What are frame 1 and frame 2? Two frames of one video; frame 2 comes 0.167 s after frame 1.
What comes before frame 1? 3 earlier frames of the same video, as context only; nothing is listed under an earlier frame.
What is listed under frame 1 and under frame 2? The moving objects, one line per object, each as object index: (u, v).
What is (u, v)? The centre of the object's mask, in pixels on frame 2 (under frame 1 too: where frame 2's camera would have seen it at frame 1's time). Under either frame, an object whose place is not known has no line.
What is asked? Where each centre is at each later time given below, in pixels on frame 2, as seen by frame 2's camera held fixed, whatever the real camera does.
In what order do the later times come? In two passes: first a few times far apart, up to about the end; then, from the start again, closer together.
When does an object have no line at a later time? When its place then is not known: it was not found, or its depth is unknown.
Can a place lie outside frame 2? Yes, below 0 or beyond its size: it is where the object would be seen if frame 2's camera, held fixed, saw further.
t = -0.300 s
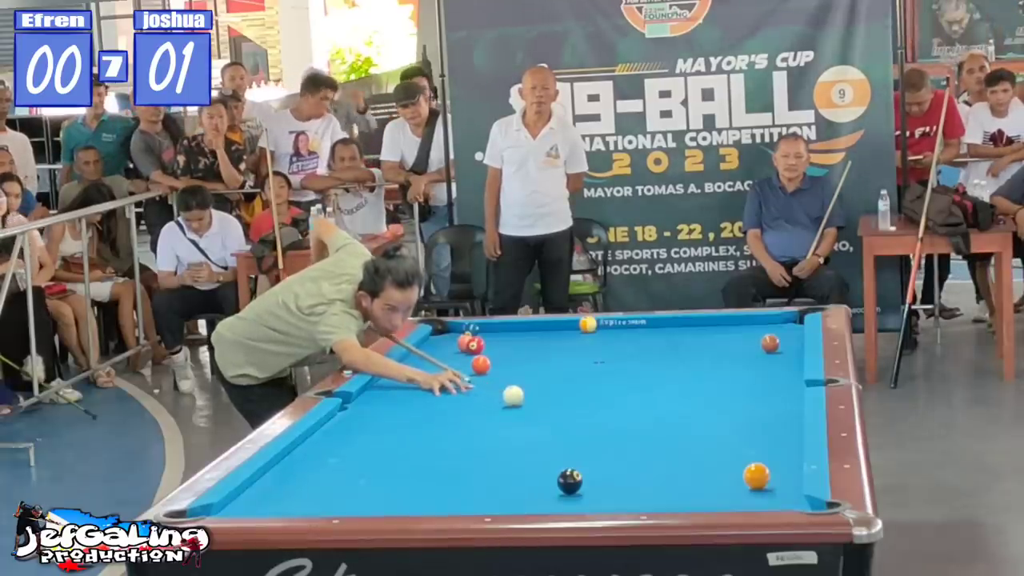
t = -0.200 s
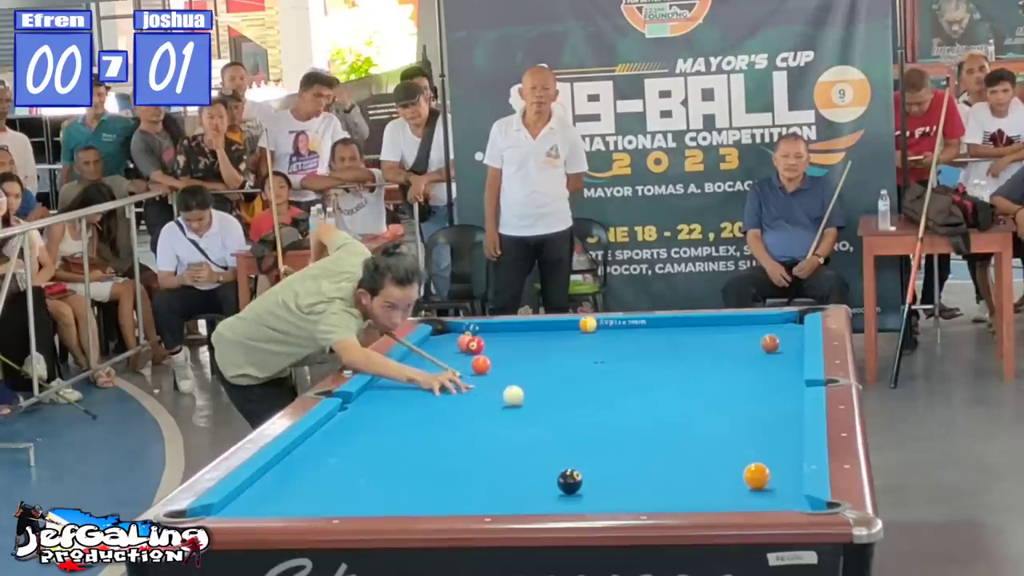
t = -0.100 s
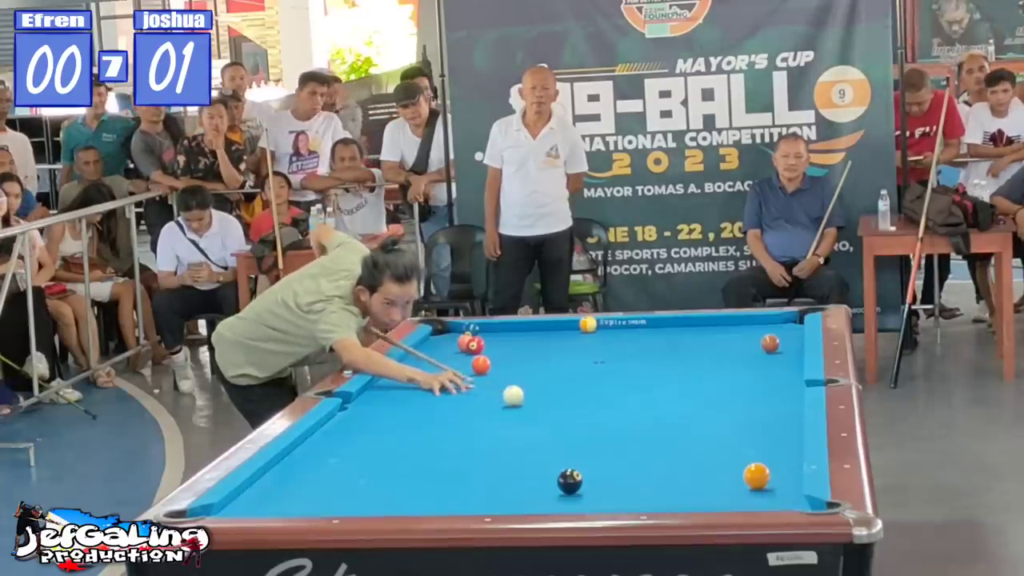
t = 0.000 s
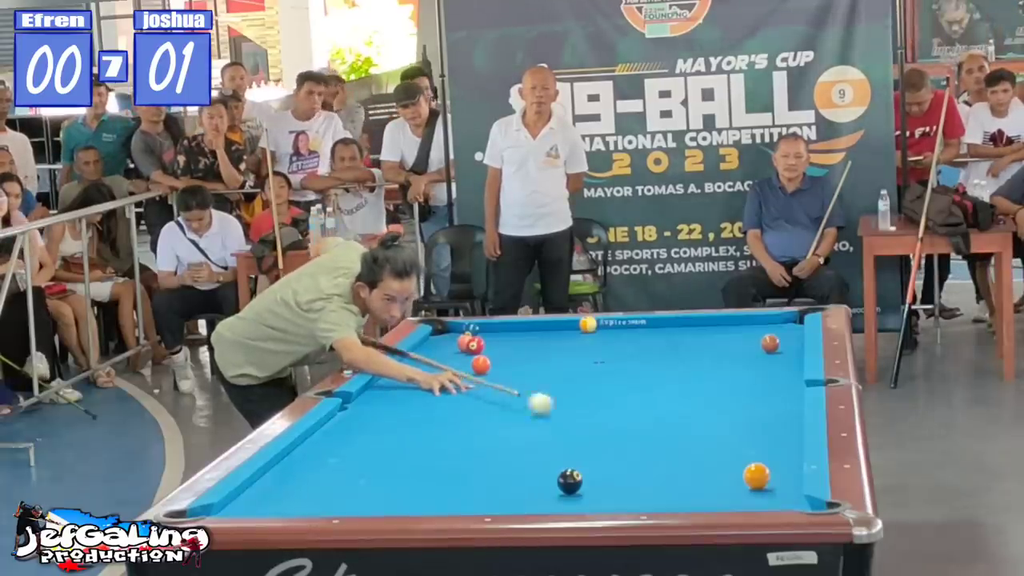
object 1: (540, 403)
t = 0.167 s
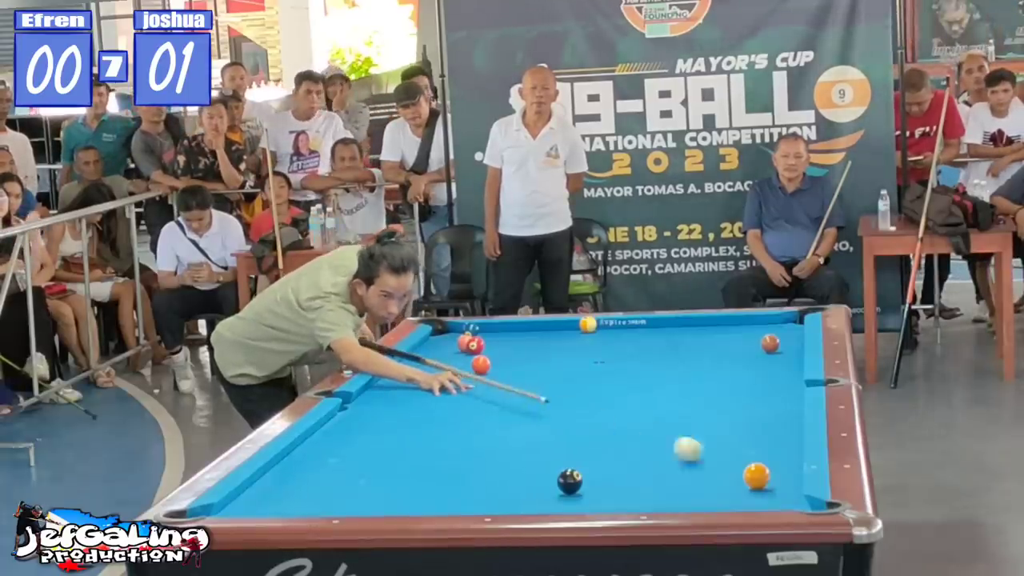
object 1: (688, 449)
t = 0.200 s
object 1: (720, 459)
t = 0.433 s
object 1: (699, 474)
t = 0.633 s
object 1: (597, 486)
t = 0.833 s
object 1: (508, 499)
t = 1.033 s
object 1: (436, 500)
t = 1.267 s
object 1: (368, 495)
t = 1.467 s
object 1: (315, 488)
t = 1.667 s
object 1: (265, 481)
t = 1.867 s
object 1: (296, 472)
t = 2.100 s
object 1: (339, 461)
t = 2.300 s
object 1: (374, 452)
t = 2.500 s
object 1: (407, 444)
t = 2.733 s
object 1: (443, 436)
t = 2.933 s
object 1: (471, 429)
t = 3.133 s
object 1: (498, 422)
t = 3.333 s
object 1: (523, 415)
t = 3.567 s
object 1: (550, 409)
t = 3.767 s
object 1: (572, 403)
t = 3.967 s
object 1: (593, 398)
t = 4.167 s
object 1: (612, 393)
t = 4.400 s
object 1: (633, 388)
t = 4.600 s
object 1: (649, 384)
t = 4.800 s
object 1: (664, 380)
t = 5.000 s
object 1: (679, 376)
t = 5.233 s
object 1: (693, 372)
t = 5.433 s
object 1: (705, 369)
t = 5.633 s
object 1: (716, 366)
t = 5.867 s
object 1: (727, 363)
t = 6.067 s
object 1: (736, 361)
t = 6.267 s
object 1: (744, 358)
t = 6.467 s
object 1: (751, 356)
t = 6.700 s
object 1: (759, 354)
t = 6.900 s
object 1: (765, 352)
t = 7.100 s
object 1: (769, 350)
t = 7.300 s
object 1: (774, 349)
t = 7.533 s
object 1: (778, 347)
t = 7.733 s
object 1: (781, 346)
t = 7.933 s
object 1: (784, 345)
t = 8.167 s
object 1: (787, 344)
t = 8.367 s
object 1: (790, 344)
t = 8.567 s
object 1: (790, 344)
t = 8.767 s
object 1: (791, 343)
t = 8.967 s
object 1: (791, 343)
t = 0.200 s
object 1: (720, 459)
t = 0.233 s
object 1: (750, 462)
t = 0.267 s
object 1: (783, 468)
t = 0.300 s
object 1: (781, 469)
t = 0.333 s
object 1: (760, 469)
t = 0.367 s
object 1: (739, 471)
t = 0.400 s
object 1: (719, 472)
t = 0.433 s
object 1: (699, 474)
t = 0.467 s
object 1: (681, 475)
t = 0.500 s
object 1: (663, 477)
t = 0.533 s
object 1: (645, 479)
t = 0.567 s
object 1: (628, 481)
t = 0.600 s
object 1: (612, 483)
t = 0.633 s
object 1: (597, 486)
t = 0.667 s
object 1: (580, 488)
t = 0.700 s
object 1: (566, 491)
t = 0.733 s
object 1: (552, 493)
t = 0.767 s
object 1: (537, 495)
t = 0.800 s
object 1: (522, 497)
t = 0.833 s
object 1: (508, 499)
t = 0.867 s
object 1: (493, 501)
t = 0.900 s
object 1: (478, 503)
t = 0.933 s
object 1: (466, 503)
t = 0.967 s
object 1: (456, 502)
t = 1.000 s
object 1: (446, 501)
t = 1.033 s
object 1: (436, 500)
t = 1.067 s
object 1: (426, 500)
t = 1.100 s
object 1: (416, 499)
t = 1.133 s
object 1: (406, 498)
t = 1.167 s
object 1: (397, 497)
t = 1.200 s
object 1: (387, 496)
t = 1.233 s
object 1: (378, 496)
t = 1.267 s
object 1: (368, 495)
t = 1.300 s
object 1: (359, 494)
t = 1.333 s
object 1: (350, 493)
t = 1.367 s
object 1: (341, 491)
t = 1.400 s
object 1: (332, 490)
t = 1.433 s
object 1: (323, 489)
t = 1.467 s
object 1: (315, 488)
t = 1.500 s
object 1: (306, 487)
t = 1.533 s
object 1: (298, 486)
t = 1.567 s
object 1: (289, 484)
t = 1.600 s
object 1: (281, 483)
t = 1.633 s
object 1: (273, 482)
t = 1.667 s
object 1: (265, 481)
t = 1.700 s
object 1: (260, 480)
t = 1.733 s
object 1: (268, 478)
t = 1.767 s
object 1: (276, 476)
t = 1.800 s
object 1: (283, 475)
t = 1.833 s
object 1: (289, 473)
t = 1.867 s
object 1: (296, 472)
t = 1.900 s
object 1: (302, 470)
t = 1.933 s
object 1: (308, 468)
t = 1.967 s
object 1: (315, 467)
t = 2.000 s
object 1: (321, 465)
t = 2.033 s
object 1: (327, 464)
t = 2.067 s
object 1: (333, 462)
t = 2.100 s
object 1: (339, 461)
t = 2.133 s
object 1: (345, 460)
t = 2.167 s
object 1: (351, 458)
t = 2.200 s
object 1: (357, 457)
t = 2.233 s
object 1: (363, 455)
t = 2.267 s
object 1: (369, 454)
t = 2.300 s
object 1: (374, 452)
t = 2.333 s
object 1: (380, 451)
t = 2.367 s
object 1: (385, 450)
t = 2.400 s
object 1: (391, 448)
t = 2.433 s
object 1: (396, 447)
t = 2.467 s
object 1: (402, 445)
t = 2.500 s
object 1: (407, 444)
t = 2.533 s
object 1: (412, 443)
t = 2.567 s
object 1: (417, 442)
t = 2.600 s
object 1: (423, 440)
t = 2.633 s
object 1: (428, 439)
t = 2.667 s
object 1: (433, 438)
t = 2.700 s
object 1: (438, 437)
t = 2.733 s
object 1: (443, 436)
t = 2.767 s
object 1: (447, 434)
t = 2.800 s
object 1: (452, 433)
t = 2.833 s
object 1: (457, 432)
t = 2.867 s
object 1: (462, 431)
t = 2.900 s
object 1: (467, 430)
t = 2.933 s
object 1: (471, 429)
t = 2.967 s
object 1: (476, 427)
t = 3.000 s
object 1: (480, 426)
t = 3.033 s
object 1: (485, 425)
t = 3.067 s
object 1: (489, 424)
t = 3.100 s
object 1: (494, 423)
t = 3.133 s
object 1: (498, 422)
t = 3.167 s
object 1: (502, 421)
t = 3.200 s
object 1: (506, 420)
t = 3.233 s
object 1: (510, 419)
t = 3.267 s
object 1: (515, 417)
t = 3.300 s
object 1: (519, 417)
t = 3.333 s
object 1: (523, 415)
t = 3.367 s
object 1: (527, 414)
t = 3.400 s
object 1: (531, 413)
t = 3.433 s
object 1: (535, 412)
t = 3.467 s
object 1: (539, 411)
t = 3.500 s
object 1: (543, 411)
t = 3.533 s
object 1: (547, 410)
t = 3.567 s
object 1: (550, 409)
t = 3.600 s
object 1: (554, 408)
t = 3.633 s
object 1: (558, 407)
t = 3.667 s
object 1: (562, 406)
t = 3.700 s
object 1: (565, 405)
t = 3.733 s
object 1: (569, 404)
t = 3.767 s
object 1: (572, 403)
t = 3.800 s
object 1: (576, 403)
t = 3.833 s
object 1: (579, 402)
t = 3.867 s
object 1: (583, 401)
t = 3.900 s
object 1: (586, 400)
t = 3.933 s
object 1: (589, 399)
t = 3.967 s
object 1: (593, 398)
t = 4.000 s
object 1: (596, 397)
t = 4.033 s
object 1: (599, 396)
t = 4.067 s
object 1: (602, 396)
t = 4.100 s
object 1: (606, 395)
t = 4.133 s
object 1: (609, 394)
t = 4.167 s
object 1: (612, 393)
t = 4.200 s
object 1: (615, 393)
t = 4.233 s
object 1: (618, 392)
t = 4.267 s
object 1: (621, 391)
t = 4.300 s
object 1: (624, 391)
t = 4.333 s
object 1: (627, 390)
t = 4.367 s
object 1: (630, 389)
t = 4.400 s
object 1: (633, 388)
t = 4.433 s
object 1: (635, 387)
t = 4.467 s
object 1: (638, 387)
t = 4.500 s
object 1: (641, 386)
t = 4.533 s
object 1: (644, 385)
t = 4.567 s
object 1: (647, 385)
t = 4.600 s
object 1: (649, 384)
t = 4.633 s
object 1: (652, 383)
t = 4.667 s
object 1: (654, 382)
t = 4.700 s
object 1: (657, 382)
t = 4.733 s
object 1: (659, 381)
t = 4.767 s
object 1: (662, 380)
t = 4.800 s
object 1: (664, 380)
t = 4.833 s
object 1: (666, 379)
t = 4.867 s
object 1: (669, 379)
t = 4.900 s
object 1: (671, 378)
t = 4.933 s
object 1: (674, 377)
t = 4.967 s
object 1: (676, 377)
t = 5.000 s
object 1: (679, 376)
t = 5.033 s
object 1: (680, 376)
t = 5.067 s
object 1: (683, 375)
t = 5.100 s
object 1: (685, 375)
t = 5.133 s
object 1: (687, 374)
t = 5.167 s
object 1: (689, 373)
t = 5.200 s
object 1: (691, 373)
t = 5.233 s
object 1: (693, 372)
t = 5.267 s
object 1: (695, 372)
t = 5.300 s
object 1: (697, 371)
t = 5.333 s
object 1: (699, 371)
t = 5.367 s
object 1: (701, 370)
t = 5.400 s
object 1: (703, 369)
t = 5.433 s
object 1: (705, 369)
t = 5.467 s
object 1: (707, 369)
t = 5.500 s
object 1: (709, 368)
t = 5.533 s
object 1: (711, 368)
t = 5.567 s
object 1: (712, 367)
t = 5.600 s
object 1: (714, 367)
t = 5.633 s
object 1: (716, 366)
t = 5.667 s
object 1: (718, 366)
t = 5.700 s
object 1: (719, 365)
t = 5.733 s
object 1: (721, 365)
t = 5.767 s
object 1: (723, 364)
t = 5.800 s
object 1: (724, 364)
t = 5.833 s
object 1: (726, 363)
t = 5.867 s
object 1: (727, 363)
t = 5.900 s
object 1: (729, 363)
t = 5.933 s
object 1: (730, 362)
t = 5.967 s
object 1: (732, 362)
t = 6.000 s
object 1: (733, 361)
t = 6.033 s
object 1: (735, 361)
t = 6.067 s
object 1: (736, 361)
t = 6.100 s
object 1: (738, 360)
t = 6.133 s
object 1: (739, 360)
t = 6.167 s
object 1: (740, 359)
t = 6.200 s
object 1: (742, 359)
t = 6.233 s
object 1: (743, 359)
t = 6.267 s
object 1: (744, 358)
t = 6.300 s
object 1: (745, 358)
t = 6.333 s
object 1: (747, 357)
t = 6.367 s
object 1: (748, 357)
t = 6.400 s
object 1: (749, 357)
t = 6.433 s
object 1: (750, 357)
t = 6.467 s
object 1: (751, 356)
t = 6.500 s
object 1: (752, 356)
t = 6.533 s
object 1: (754, 356)
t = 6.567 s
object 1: (755, 355)
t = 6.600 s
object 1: (756, 355)
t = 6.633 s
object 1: (757, 354)
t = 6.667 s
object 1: (758, 354)
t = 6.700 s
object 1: (759, 354)
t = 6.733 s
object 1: (760, 354)
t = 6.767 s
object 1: (761, 353)
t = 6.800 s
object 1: (762, 353)
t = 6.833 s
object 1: (763, 353)
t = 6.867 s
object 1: (764, 352)
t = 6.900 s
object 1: (765, 352)
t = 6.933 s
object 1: (765, 352)
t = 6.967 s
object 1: (766, 352)
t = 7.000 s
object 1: (767, 351)
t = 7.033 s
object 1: (768, 351)
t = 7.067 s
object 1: (769, 350)
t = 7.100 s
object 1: (769, 350)
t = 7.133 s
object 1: (770, 350)
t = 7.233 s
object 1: (772, 349)
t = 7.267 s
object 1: (773, 349)
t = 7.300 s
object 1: (774, 349)
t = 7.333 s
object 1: (775, 348)
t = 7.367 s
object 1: (775, 348)
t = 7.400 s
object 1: (776, 348)
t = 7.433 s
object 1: (777, 348)
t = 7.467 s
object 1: (777, 348)
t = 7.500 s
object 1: (778, 347)
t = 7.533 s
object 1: (778, 347)
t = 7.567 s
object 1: (779, 347)
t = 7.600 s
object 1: (779, 347)
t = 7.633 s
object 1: (780, 347)
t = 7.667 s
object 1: (780, 346)
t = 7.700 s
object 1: (780, 346)
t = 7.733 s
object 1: (781, 346)
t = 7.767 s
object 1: (782, 346)
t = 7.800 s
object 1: (782, 346)
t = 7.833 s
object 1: (783, 346)
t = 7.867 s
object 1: (783, 345)
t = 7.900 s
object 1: (784, 345)
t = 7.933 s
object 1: (784, 345)
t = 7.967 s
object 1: (785, 345)
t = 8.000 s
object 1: (785, 345)
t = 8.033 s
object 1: (786, 344)
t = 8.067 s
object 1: (786, 344)
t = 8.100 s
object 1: (787, 344)
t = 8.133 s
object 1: (787, 344)
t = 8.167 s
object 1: (787, 344)
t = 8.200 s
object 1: (788, 344)
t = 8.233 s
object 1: (788, 344)
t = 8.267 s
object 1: (789, 344)
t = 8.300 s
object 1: (789, 344)
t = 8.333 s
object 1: (789, 344)
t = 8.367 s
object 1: (790, 344)
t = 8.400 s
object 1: (790, 344)
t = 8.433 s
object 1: (790, 344)
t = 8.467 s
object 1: (790, 344)
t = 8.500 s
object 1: (790, 344)
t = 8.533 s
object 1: (790, 344)
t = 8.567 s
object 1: (790, 344)
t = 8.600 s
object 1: (791, 344)
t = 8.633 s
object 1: (791, 343)
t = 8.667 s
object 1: (791, 343)
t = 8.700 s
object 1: (791, 343)
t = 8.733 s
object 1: (791, 343)
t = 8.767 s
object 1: (791, 343)
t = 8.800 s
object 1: (791, 343)
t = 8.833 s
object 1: (791, 343)
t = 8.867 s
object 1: (791, 343)
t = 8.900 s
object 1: (791, 343)
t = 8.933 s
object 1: (791, 343)
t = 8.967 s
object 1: (791, 343)
